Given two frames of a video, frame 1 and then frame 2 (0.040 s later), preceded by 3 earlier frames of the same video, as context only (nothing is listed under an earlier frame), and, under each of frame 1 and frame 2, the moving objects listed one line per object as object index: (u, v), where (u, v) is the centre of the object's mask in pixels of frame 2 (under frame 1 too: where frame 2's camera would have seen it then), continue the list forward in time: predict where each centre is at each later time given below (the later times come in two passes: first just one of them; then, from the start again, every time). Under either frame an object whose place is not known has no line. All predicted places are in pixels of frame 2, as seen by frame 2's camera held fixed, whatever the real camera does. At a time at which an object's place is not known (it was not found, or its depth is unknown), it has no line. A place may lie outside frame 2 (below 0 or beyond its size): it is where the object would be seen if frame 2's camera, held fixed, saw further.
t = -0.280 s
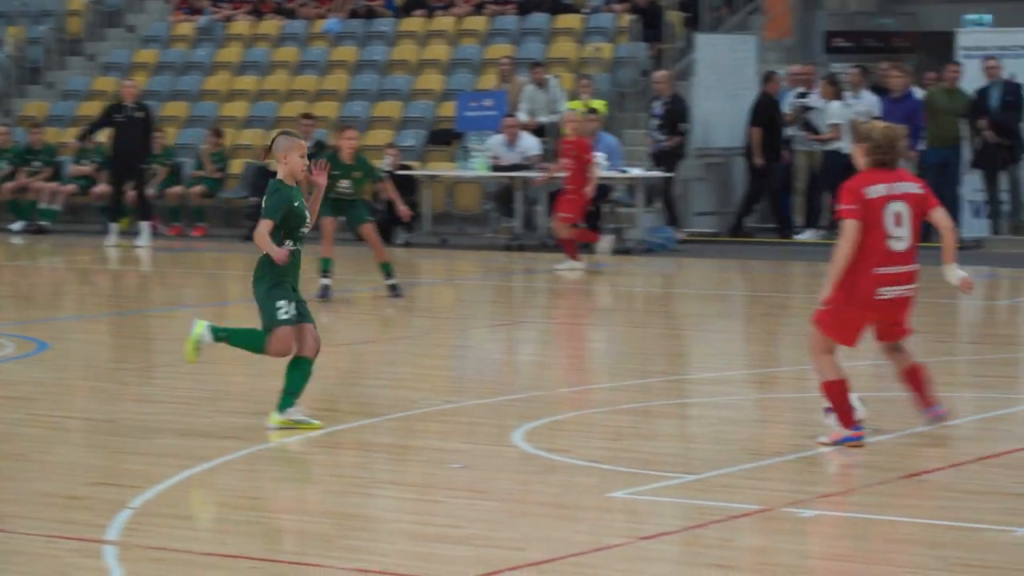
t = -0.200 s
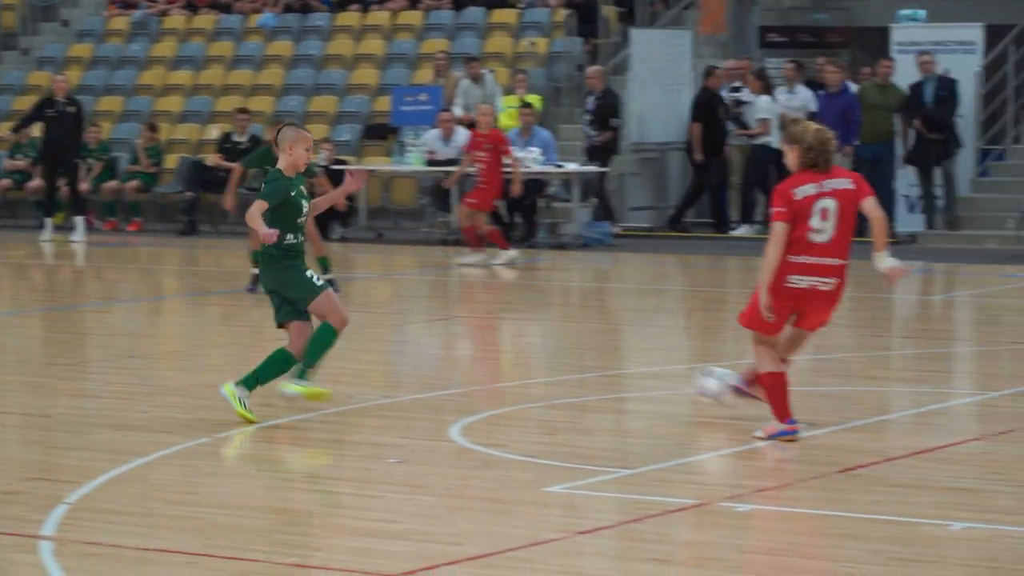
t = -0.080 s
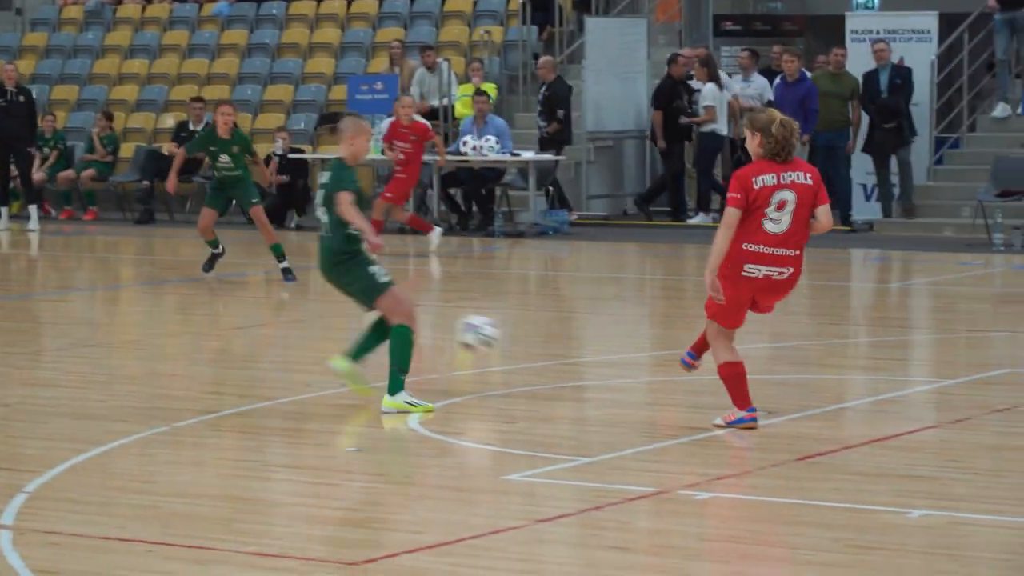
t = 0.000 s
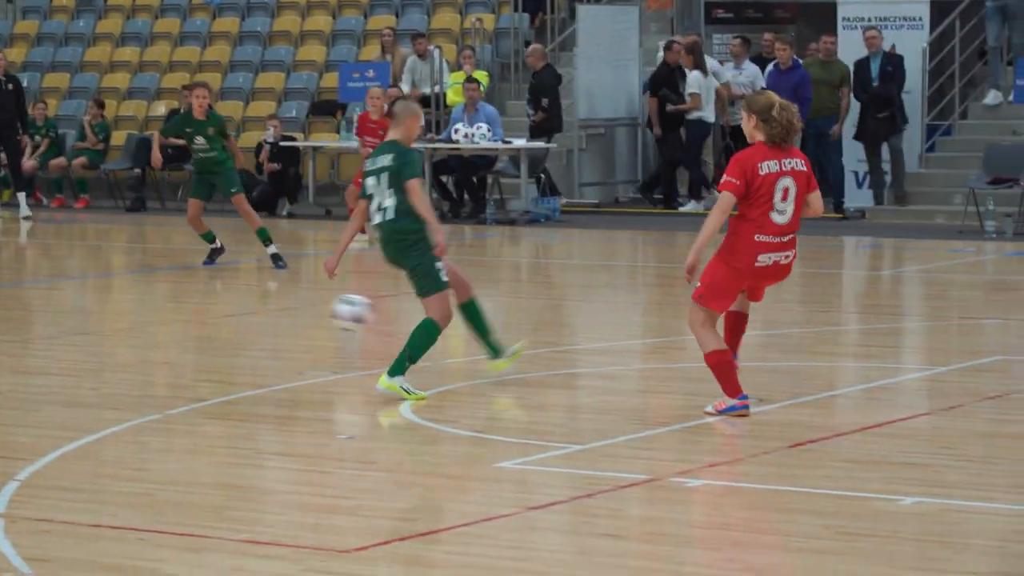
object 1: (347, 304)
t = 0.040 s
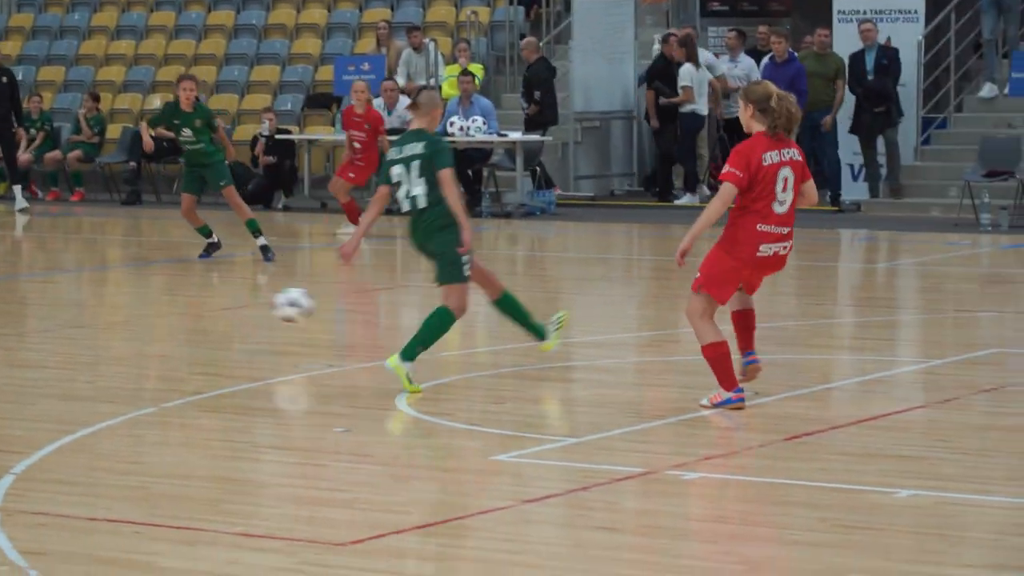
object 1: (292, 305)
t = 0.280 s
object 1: (53, 300)
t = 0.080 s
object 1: (240, 307)
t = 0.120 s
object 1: (190, 314)
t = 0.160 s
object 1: (147, 317)
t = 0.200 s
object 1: (114, 308)
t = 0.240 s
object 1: (84, 302)
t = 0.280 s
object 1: (53, 300)
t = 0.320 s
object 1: (31, 300)
